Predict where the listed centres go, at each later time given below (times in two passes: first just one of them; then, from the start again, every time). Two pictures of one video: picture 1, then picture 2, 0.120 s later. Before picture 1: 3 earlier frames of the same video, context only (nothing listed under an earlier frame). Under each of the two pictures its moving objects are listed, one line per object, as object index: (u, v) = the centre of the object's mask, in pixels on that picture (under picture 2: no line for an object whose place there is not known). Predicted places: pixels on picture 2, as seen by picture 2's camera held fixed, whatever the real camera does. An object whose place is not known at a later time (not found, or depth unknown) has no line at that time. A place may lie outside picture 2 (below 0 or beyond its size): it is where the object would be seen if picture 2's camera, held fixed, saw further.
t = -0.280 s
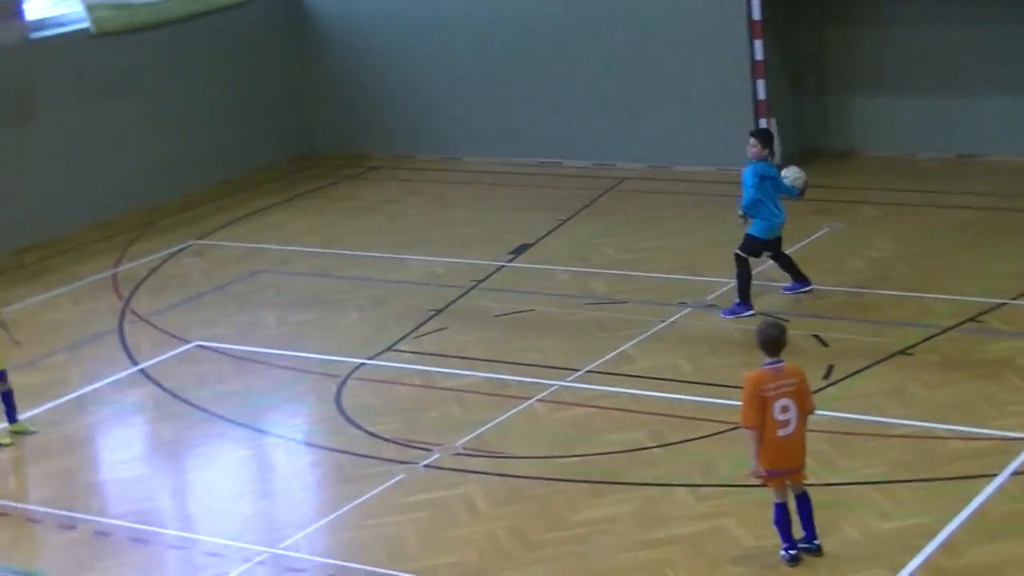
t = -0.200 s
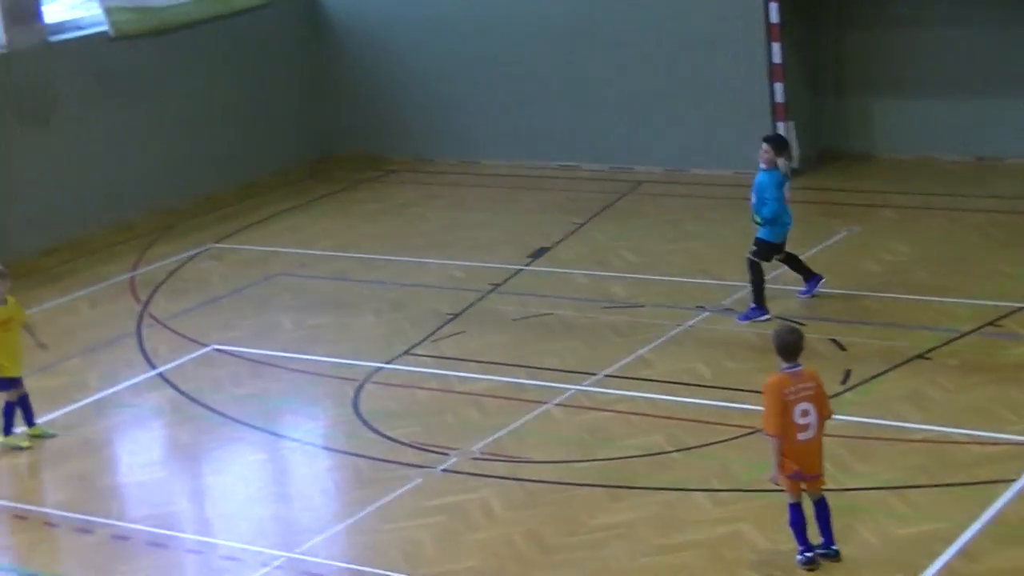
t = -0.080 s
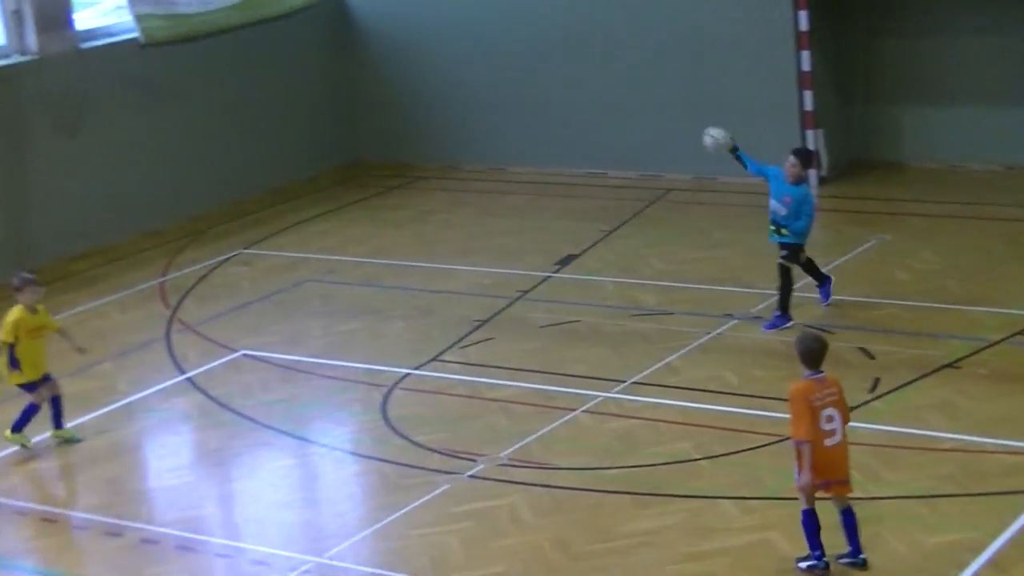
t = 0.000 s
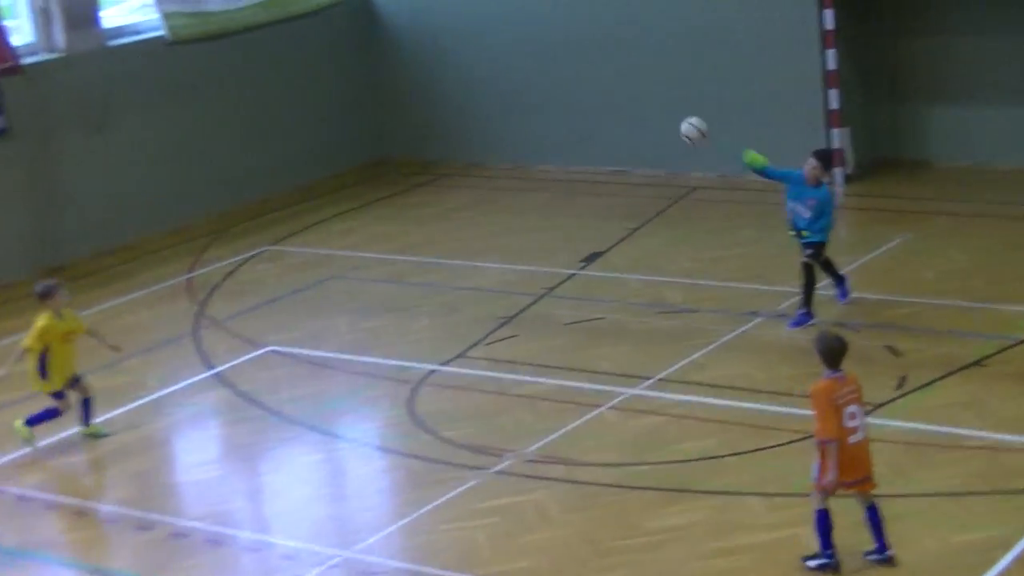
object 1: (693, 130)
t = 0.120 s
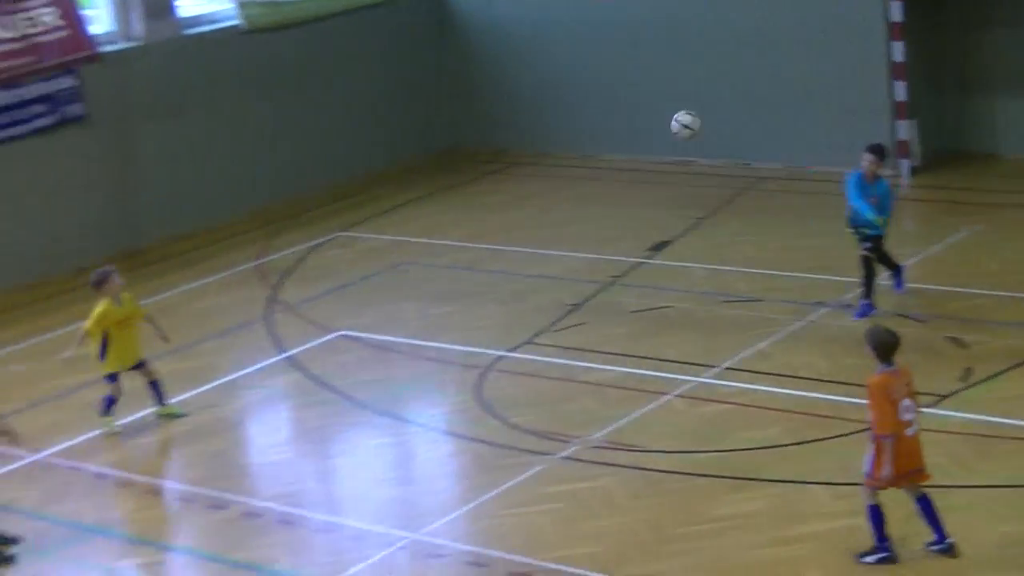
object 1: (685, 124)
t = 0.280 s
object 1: (576, 163)
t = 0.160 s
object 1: (658, 132)
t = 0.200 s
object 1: (631, 141)
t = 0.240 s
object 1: (604, 151)
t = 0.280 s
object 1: (576, 163)
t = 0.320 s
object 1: (546, 180)
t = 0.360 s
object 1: (513, 200)
